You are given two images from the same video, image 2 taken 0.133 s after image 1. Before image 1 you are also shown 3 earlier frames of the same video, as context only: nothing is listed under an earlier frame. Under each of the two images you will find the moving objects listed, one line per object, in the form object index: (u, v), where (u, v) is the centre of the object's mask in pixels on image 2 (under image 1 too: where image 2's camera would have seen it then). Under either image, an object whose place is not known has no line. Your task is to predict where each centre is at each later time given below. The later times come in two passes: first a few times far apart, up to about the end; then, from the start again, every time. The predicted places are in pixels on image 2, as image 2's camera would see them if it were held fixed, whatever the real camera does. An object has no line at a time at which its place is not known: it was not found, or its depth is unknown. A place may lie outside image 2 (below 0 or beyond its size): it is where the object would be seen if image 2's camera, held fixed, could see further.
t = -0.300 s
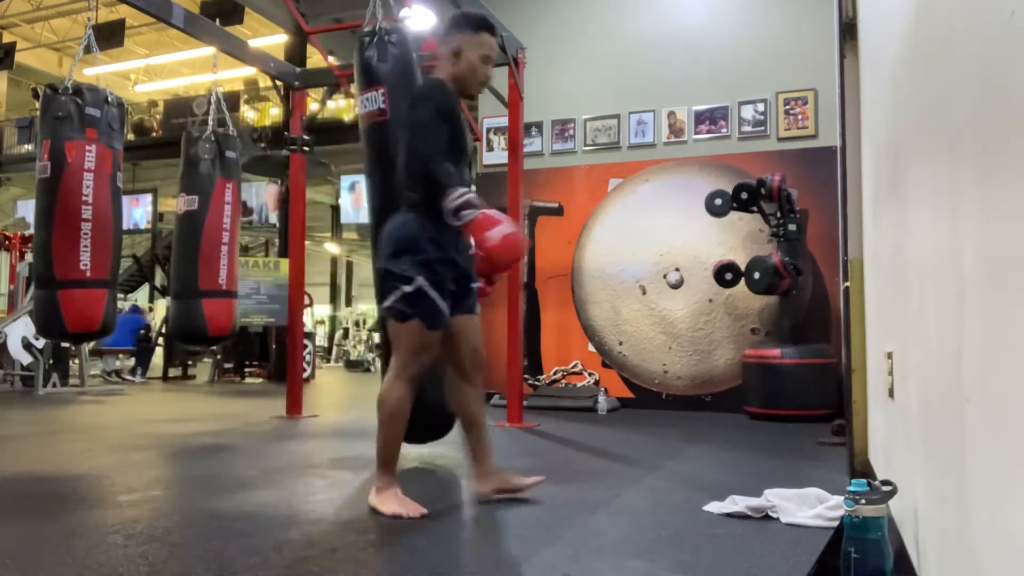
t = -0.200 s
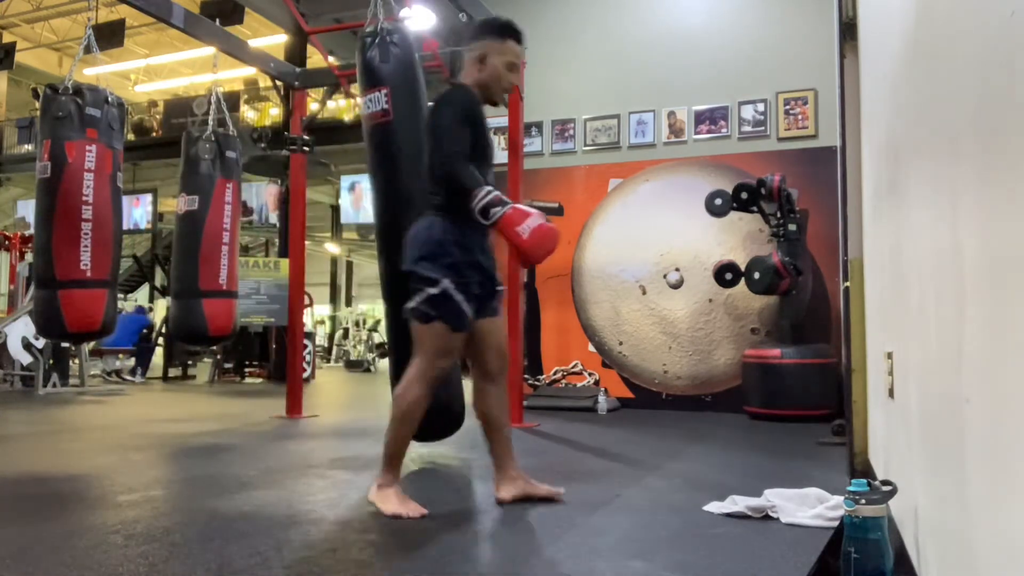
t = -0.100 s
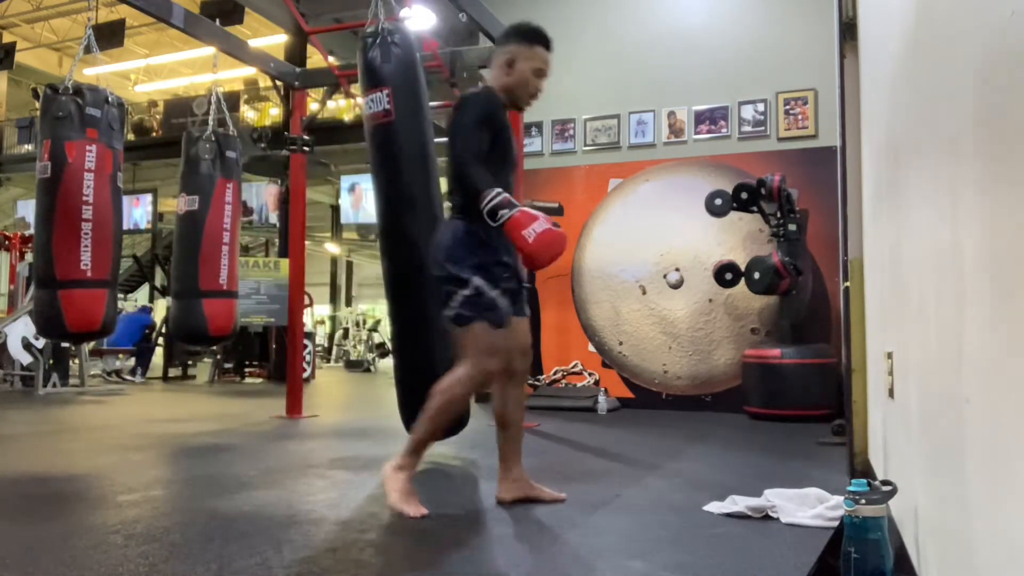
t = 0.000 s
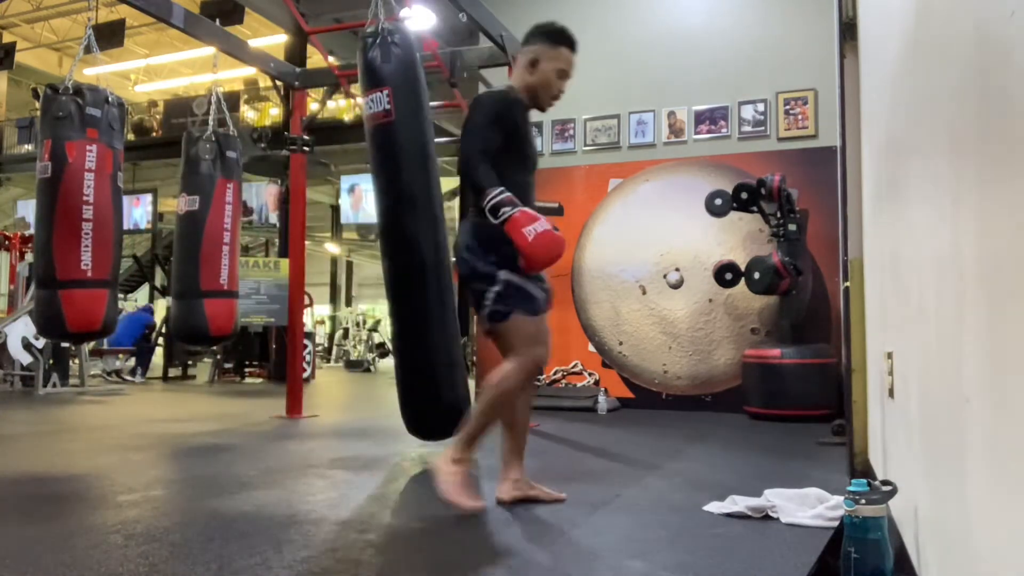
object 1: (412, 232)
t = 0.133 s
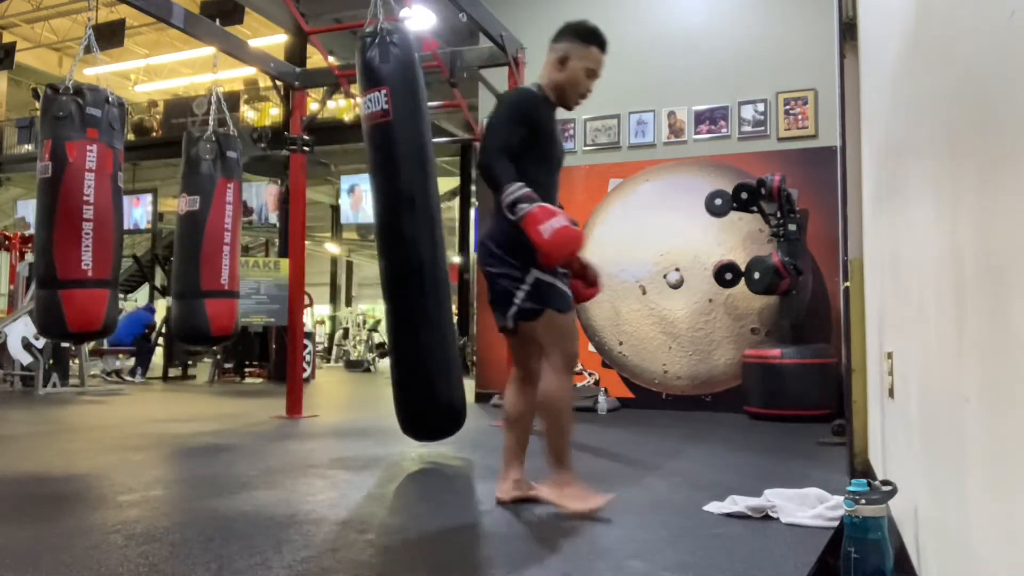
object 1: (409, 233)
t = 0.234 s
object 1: (404, 233)
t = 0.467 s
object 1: (384, 236)
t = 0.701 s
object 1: (358, 237)
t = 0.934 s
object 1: (333, 236)
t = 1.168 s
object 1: (319, 236)
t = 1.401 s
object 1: (321, 236)
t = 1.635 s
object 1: (337, 236)
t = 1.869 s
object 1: (362, 237)
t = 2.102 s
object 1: (388, 236)
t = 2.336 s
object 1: (406, 233)
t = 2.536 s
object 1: (412, 233)
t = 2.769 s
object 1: (406, 233)
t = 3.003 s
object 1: (390, 235)
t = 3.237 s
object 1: (365, 237)
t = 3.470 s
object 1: (339, 237)
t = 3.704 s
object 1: (322, 236)
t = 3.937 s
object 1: (320, 236)
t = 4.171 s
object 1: (332, 236)
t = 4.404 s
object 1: (356, 237)
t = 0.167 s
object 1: (407, 233)
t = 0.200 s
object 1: (406, 233)
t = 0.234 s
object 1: (404, 233)
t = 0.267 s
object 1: (402, 234)
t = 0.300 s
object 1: (399, 234)
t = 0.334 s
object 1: (396, 234)
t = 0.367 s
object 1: (394, 234)
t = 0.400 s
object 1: (391, 235)
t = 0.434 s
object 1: (387, 235)
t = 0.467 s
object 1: (384, 236)
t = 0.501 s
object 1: (380, 236)
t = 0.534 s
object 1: (376, 236)
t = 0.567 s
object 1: (373, 237)
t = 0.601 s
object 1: (369, 237)
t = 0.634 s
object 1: (365, 237)
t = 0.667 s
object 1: (362, 237)
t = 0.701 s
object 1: (358, 237)
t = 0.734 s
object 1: (354, 237)
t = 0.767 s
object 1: (350, 236)
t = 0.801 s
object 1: (347, 236)
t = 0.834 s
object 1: (343, 237)
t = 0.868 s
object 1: (339, 237)
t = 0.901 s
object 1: (336, 236)
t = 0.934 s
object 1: (333, 236)
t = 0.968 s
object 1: (331, 236)
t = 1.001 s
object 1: (328, 236)
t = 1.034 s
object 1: (326, 235)
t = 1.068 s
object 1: (324, 235)
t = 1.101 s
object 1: (322, 235)
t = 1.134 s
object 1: (321, 238)
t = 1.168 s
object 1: (319, 236)
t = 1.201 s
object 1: (319, 235)
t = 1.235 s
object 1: (318, 236)
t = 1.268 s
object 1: (318, 235)
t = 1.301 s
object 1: (318, 236)
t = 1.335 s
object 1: (319, 235)
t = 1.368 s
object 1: (320, 236)
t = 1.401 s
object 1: (321, 236)
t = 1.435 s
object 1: (322, 236)
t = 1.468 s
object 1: (324, 236)
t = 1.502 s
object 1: (326, 236)
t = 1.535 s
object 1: (329, 236)
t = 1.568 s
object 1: (331, 236)
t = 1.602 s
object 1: (334, 236)
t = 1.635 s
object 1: (337, 236)
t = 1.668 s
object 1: (340, 237)
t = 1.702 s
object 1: (343, 238)
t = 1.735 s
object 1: (347, 237)
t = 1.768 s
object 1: (351, 237)
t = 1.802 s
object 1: (355, 237)
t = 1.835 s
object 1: (358, 237)
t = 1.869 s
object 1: (362, 237)
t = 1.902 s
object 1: (366, 237)
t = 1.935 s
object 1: (370, 237)
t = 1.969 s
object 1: (374, 240)
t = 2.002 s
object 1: (377, 236)
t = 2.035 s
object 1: (381, 237)
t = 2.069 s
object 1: (384, 236)
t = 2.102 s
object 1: (388, 236)
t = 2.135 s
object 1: (391, 235)
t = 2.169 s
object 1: (394, 234)
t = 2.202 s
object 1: (397, 236)
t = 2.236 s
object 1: (400, 236)
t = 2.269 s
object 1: (402, 234)
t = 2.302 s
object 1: (404, 234)
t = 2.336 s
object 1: (406, 233)
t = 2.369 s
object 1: (407, 233)
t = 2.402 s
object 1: (409, 233)
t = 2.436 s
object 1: (410, 233)
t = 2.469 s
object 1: (411, 235)
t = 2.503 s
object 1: (411, 233)
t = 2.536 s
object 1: (412, 233)
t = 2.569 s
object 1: (412, 235)
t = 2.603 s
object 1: (411, 233)
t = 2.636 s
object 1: (411, 233)
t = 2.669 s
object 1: (410, 233)
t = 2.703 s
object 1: (409, 233)
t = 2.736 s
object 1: (408, 233)
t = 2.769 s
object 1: (406, 233)
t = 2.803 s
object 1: (405, 233)
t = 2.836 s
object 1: (403, 233)
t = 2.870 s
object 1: (401, 234)
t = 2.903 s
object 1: (398, 234)
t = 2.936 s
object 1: (395, 235)
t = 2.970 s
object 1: (392, 235)
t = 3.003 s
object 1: (390, 235)
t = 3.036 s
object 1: (386, 236)
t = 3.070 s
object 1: (383, 236)
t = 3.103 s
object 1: (379, 236)
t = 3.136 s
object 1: (376, 235)
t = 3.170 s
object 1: (372, 237)
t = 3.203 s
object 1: (368, 236)
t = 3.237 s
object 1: (365, 237)
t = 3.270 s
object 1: (361, 237)
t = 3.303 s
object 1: (357, 238)
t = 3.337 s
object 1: (353, 239)
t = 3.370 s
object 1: (349, 237)
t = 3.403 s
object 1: (346, 239)
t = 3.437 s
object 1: (342, 238)
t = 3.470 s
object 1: (339, 237)
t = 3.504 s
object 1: (336, 238)
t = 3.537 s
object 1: (333, 238)
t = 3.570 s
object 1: (330, 237)
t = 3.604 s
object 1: (328, 238)
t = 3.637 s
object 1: (325, 237)
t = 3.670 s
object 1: (324, 236)
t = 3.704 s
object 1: (322, 236)
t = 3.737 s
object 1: (321, 236)
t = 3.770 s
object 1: (320, 236)
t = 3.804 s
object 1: (319, 236)
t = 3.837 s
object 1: (319, 236)
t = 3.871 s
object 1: (319, 236)
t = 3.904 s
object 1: (319, 236)
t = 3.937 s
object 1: (320, 236)
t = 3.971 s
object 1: (320, 236)
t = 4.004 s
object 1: (321, 236)
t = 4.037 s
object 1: (323, 236)
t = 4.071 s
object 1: (325, 236)
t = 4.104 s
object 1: (327, 236)
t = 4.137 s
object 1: (330, 236)
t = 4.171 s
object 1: (332, 236)
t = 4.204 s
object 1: (335, 236)
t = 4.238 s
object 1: (338, 236)
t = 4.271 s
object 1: (341, 236)
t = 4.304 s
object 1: (345, 237)
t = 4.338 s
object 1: (348, 237)
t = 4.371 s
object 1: (352, 237)
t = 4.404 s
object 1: (356, 237)
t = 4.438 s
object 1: (359, 237)
